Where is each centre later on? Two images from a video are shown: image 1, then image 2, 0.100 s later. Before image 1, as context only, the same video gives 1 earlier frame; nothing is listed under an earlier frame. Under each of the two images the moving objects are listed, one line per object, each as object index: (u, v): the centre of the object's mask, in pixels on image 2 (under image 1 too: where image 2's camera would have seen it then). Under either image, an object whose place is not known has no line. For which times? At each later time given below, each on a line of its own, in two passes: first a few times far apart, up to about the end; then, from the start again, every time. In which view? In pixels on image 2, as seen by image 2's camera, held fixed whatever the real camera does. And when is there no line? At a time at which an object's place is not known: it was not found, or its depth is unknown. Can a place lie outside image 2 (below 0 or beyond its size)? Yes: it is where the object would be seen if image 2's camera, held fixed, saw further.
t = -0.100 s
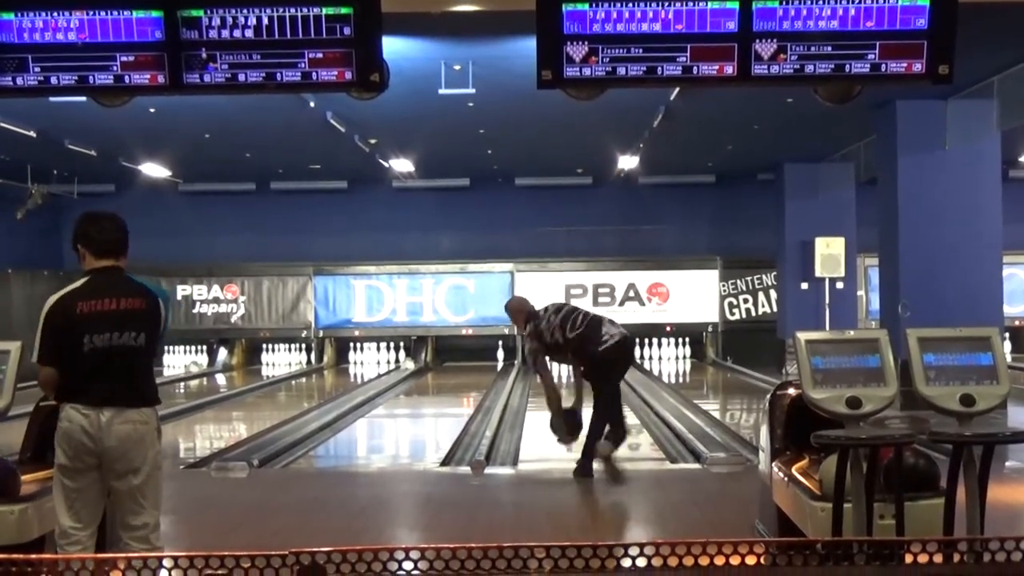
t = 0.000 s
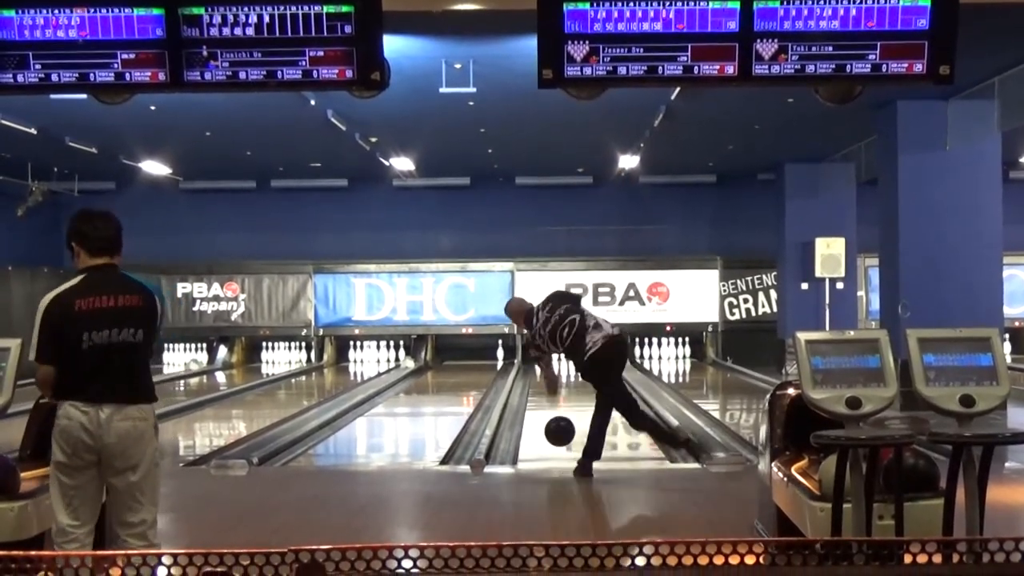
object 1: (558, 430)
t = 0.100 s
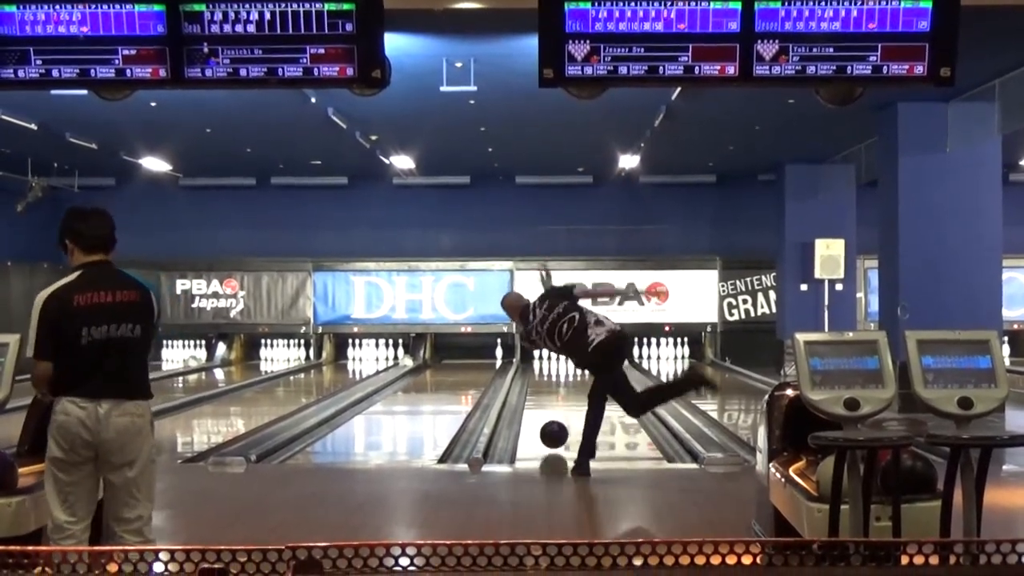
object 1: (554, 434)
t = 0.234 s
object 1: (549, 424)
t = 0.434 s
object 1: (544, 408)
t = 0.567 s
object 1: (541, 401)
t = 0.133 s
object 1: (552, 432)
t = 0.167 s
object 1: (551, 429)
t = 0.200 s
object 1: (550, 427)
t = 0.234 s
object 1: (549, 424)
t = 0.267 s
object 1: (548, 421)
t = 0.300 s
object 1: (547, 418)
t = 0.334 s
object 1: (546, 416)
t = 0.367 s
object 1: (545, 413)
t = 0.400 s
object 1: (545, 411)
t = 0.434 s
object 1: (544, 408)
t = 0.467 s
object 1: (543, 406)
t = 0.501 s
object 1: (543, 404)
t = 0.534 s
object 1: (542, 402)
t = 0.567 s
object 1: (541, 401)
